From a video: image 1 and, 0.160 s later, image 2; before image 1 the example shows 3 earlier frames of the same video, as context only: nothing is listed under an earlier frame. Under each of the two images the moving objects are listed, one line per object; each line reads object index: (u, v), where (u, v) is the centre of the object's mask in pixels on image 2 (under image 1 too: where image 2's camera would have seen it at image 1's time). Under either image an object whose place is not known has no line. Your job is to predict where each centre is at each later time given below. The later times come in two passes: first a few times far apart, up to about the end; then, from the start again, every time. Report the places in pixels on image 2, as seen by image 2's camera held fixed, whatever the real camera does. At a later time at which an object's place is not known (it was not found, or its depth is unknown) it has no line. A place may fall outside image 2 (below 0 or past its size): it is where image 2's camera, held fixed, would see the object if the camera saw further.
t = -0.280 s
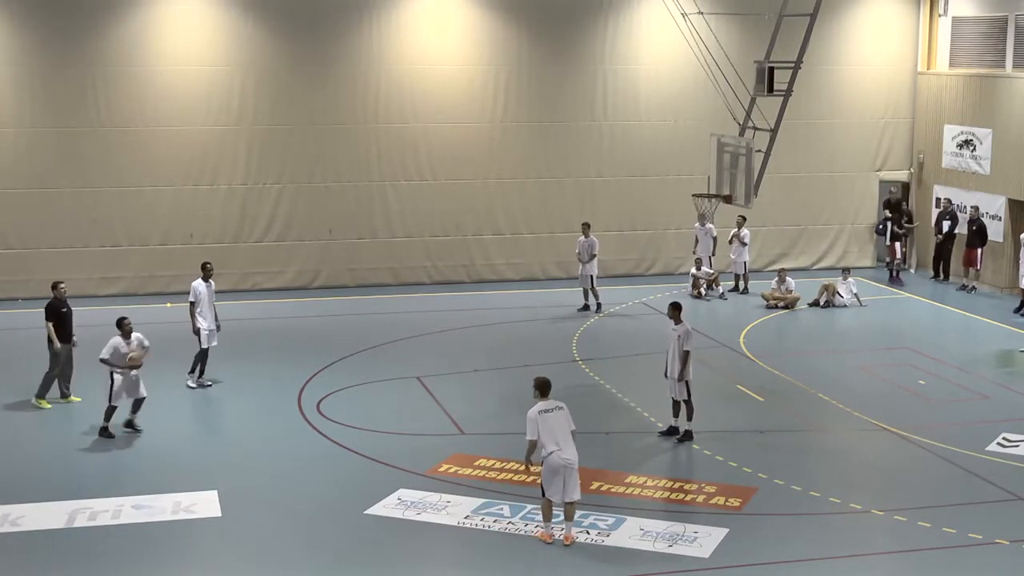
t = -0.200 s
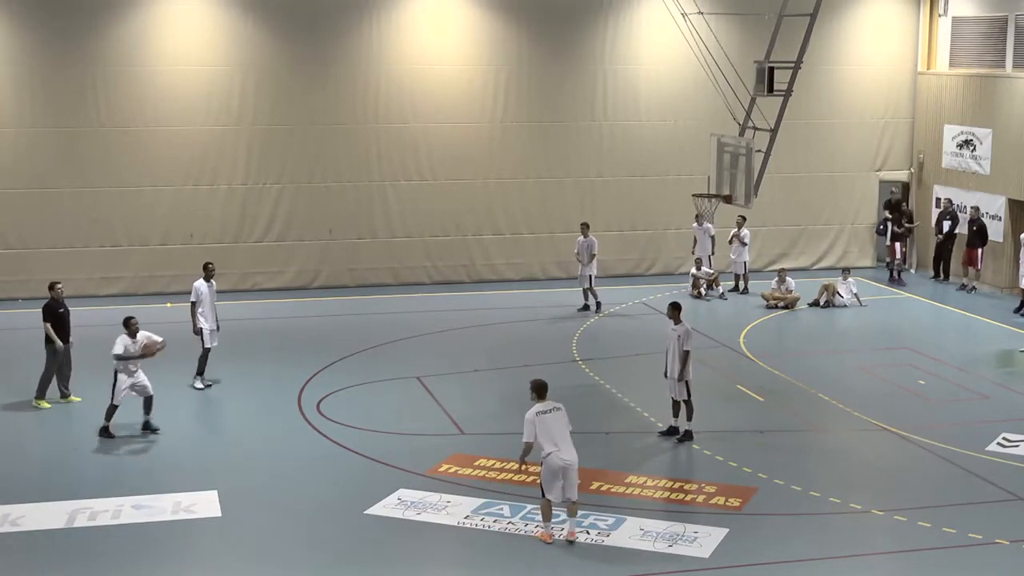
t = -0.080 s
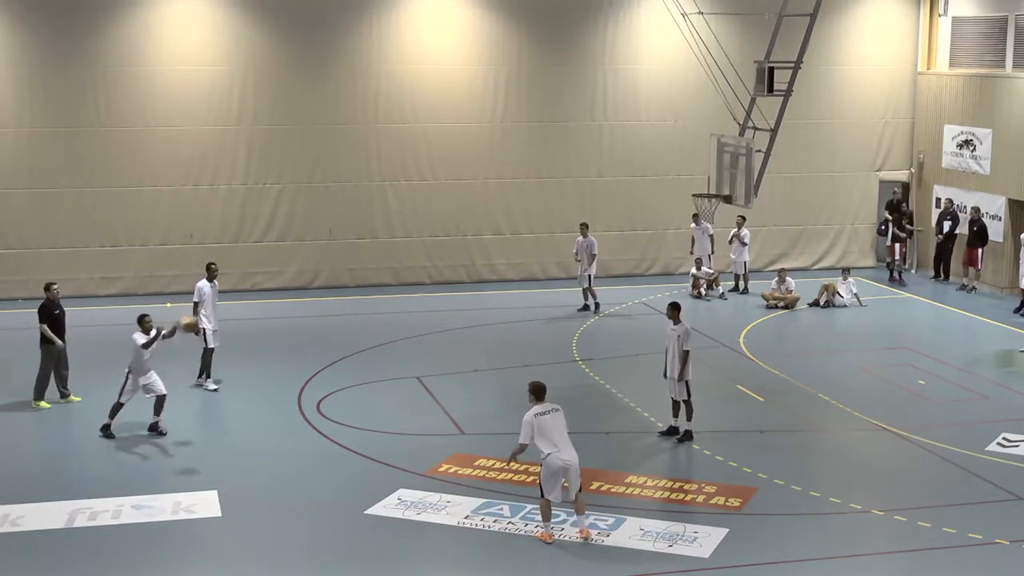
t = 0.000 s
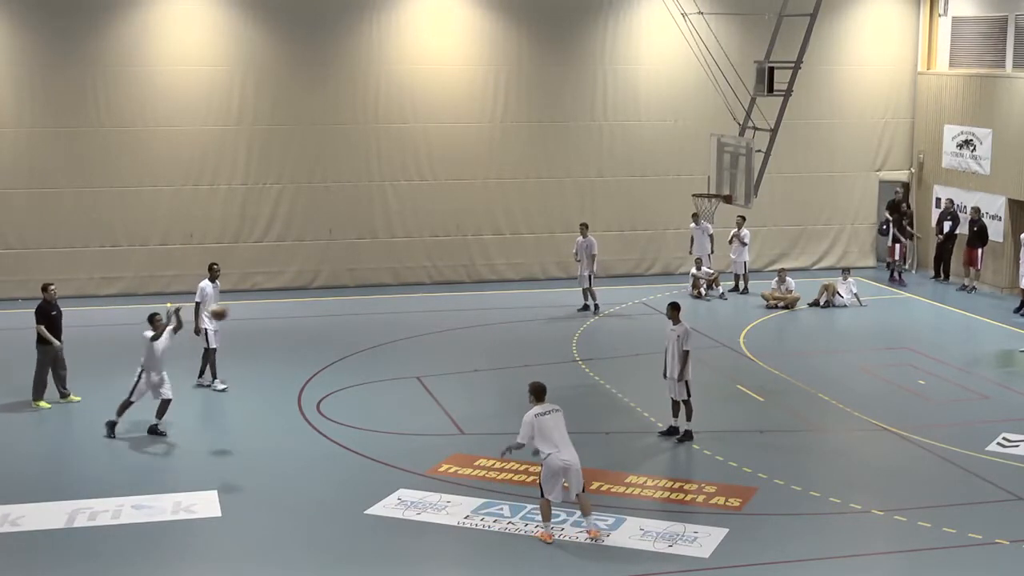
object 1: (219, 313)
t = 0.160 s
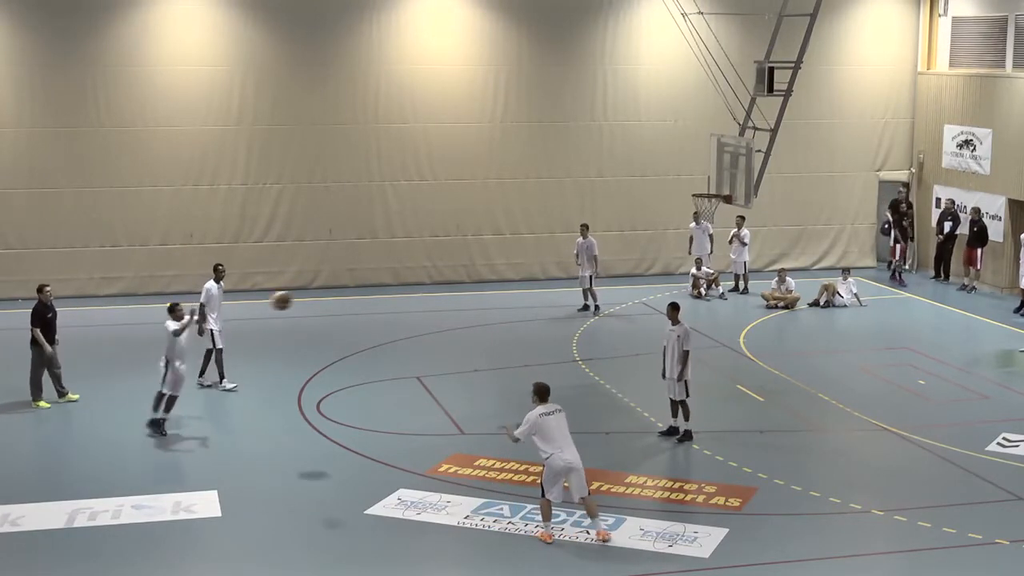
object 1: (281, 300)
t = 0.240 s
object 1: (316, 302)
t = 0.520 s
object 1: (444, 346)
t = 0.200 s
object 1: (297, 300)
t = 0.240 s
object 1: (316, 302)
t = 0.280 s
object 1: (332, 304)
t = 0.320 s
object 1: (350, 307)
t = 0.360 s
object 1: (368, 313)
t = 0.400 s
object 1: (386, 318)
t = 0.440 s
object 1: (405, 326)
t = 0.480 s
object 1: (425, 336)
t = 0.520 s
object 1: (444, 346)
